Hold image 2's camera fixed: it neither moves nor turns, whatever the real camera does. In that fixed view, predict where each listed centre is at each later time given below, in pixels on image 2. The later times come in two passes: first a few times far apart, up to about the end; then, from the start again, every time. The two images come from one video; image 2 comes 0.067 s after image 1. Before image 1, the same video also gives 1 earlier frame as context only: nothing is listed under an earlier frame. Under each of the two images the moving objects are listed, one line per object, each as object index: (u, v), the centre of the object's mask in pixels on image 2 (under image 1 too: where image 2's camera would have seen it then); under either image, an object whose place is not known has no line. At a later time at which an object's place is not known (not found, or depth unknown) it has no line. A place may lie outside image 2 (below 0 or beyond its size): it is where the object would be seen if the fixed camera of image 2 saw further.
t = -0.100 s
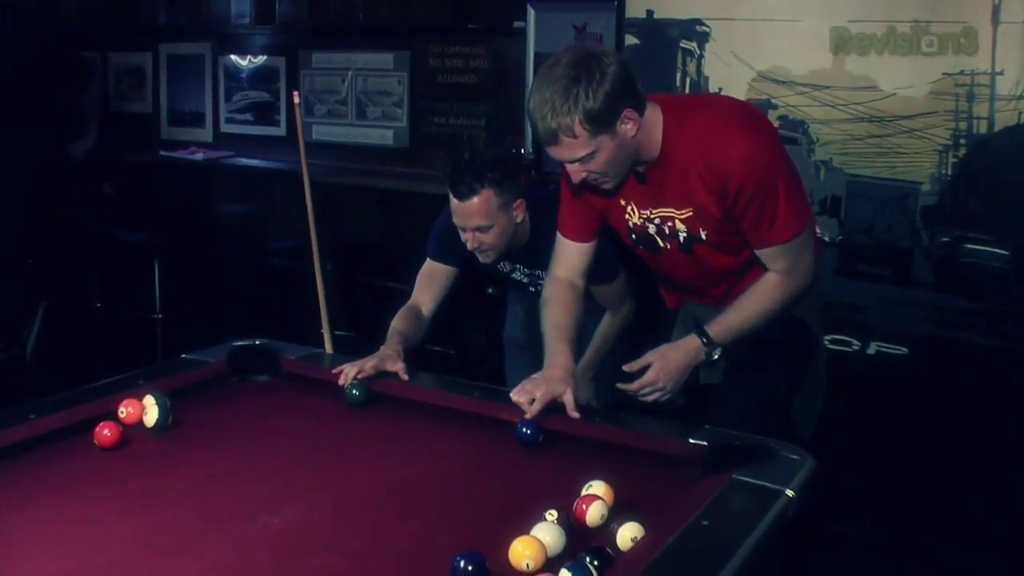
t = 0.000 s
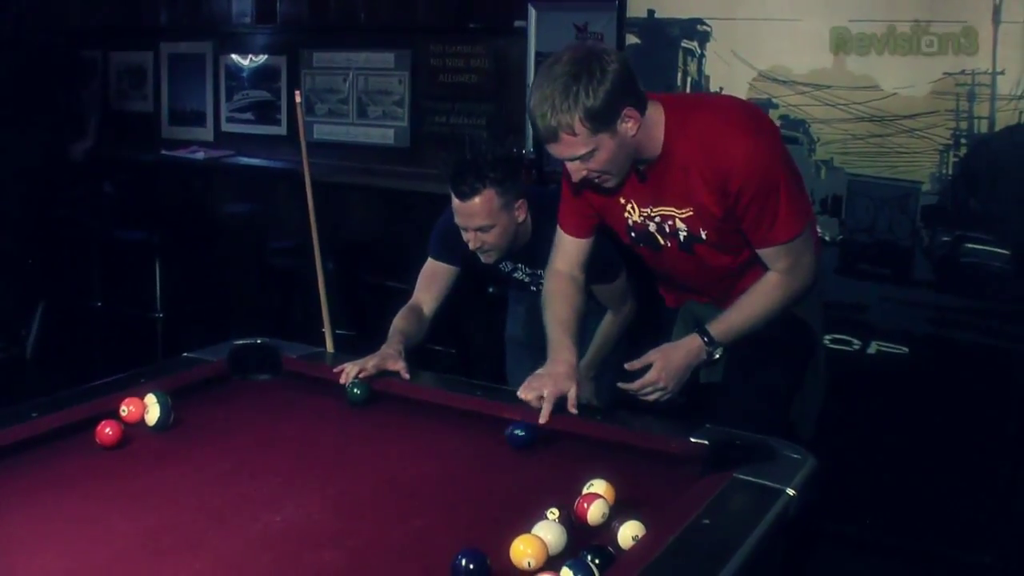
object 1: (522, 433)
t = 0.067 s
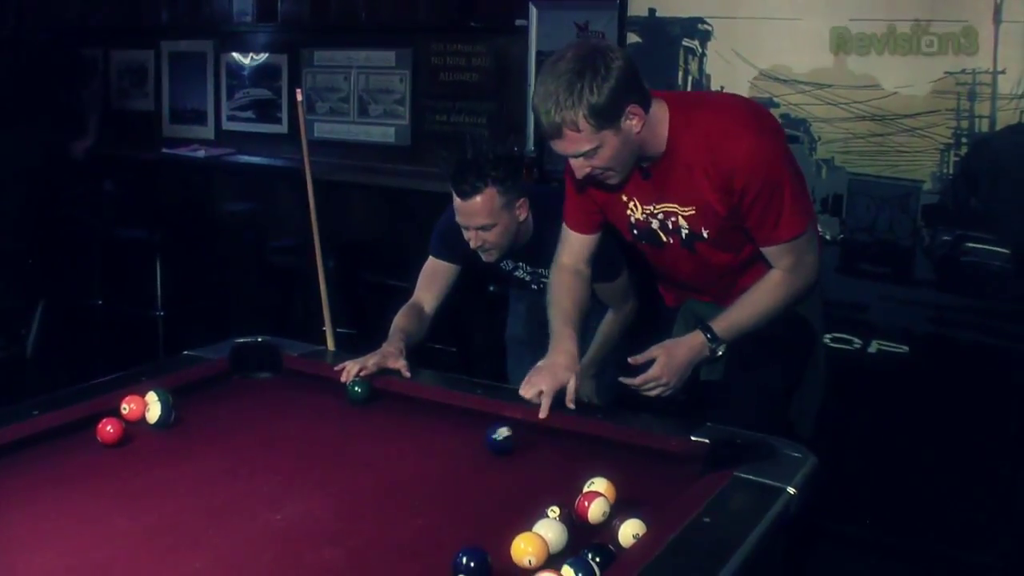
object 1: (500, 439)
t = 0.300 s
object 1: (416, 463)
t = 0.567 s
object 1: (309, 491)
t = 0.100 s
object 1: (488, 444)
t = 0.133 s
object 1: (475, 446)
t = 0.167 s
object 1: (463, 449)
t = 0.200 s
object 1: (452, 453)
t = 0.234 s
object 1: (440, 455)
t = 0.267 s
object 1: (429, 459)
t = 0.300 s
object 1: (416, 463)
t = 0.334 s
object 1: (403, 466)
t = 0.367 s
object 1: (390, 470)
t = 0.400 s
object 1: (377, 473)
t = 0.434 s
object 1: (364, 477)
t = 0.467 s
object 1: (351, 480)
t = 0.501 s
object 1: (337, 484)
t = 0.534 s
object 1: (323, 488)
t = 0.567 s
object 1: (309, 491)
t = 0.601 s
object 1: (295, 495)
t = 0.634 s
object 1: (281, 499)
